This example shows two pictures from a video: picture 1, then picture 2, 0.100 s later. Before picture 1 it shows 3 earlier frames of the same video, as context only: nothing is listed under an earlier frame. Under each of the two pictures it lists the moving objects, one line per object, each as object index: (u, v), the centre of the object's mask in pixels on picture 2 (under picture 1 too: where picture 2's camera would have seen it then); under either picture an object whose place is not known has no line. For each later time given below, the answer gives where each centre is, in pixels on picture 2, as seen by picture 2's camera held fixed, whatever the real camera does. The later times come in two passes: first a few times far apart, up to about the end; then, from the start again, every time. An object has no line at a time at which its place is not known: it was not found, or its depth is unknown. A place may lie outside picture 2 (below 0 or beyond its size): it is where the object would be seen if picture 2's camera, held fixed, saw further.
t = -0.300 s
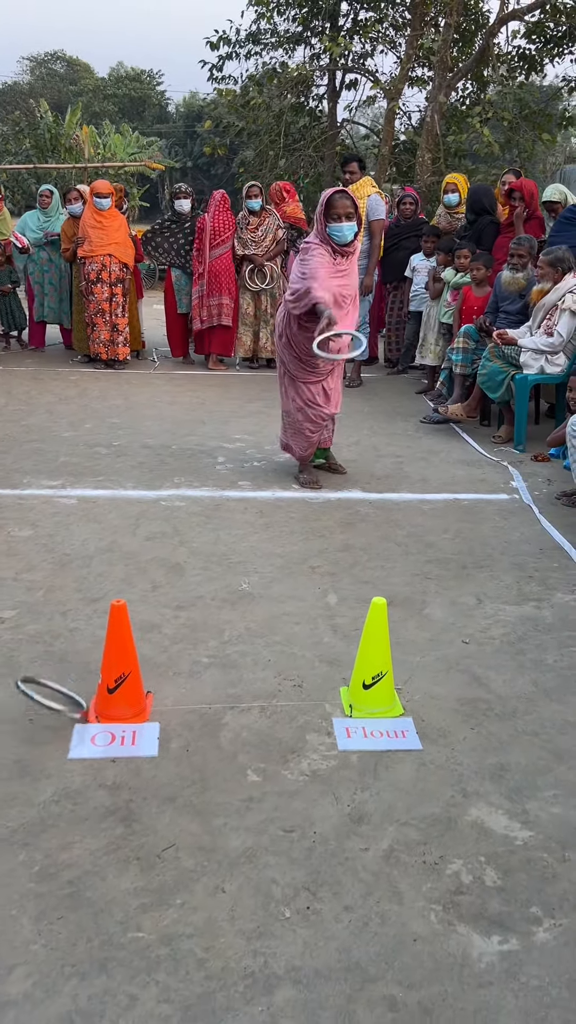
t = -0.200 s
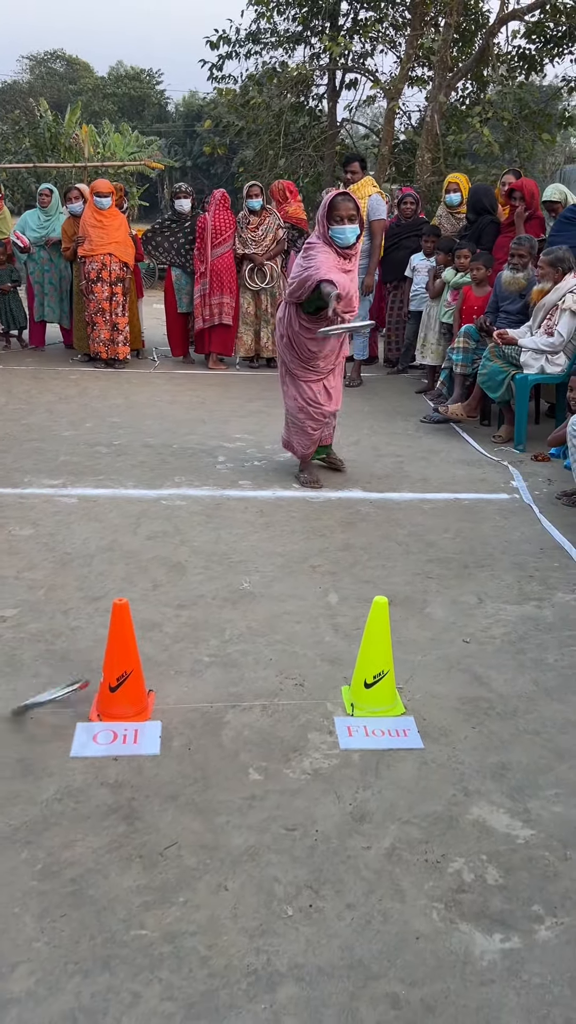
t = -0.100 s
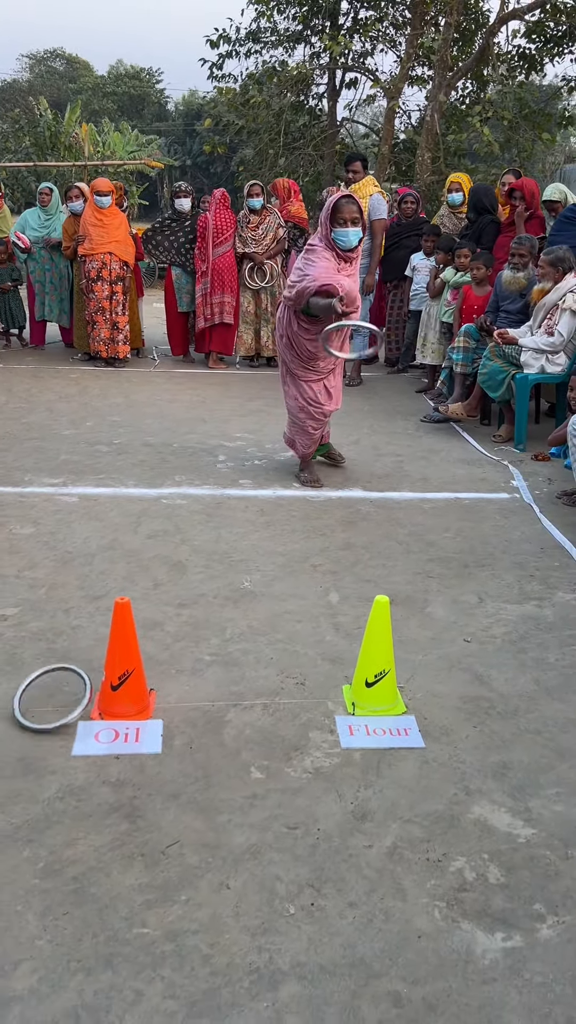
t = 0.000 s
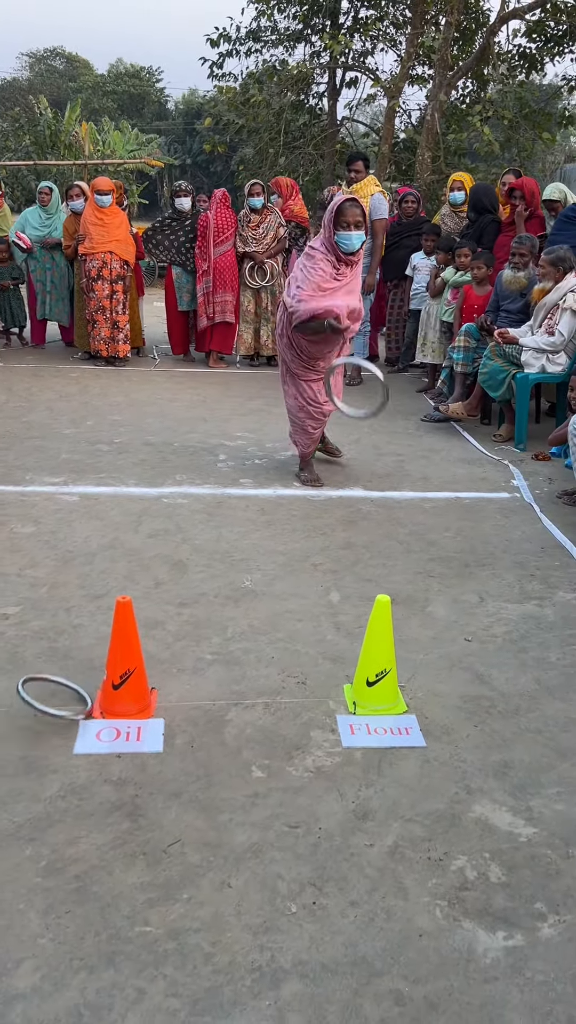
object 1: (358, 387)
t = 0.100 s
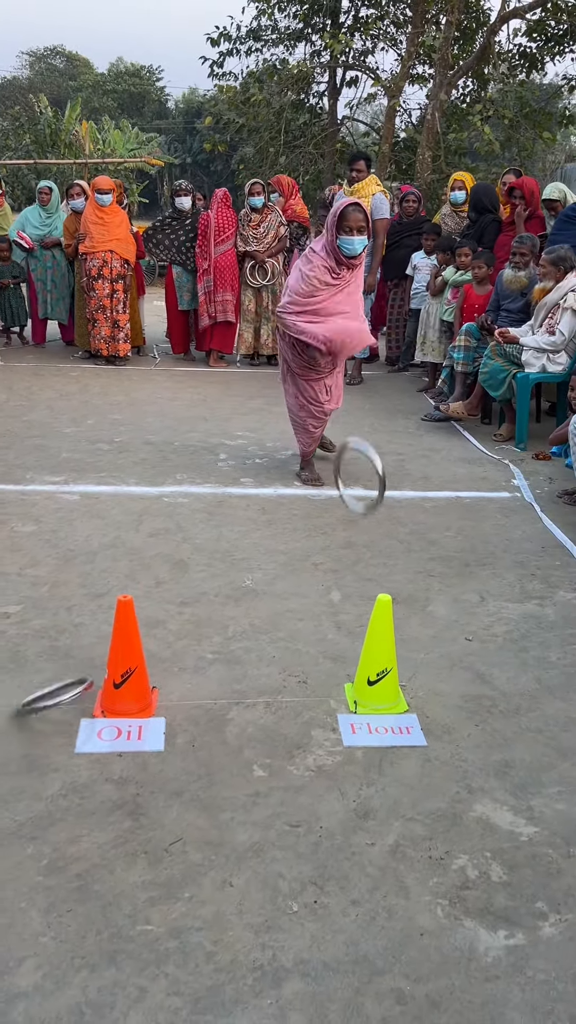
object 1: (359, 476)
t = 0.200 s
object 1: (359, 611)
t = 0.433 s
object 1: (387, 684)
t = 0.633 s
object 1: (423, 784)
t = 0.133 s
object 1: (359, 516)
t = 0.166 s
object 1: (359, 561)
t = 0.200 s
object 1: (359, 611)
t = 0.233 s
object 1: (358, 668)
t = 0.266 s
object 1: (361, 688)
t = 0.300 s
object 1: (366, 680)
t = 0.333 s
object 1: (372, 674)
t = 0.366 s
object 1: (377, 674)
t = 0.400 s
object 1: (382, 677)
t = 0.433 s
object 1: (387, 684)
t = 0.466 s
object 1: (392, 697)
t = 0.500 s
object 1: (395, 714)
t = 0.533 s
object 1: (399, 731)
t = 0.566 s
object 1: (403, 758)
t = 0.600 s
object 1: (412, 772)
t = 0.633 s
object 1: (423, 784)
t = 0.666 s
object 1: (434, 795)
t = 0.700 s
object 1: (446, 800)
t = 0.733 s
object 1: (460, 805)
